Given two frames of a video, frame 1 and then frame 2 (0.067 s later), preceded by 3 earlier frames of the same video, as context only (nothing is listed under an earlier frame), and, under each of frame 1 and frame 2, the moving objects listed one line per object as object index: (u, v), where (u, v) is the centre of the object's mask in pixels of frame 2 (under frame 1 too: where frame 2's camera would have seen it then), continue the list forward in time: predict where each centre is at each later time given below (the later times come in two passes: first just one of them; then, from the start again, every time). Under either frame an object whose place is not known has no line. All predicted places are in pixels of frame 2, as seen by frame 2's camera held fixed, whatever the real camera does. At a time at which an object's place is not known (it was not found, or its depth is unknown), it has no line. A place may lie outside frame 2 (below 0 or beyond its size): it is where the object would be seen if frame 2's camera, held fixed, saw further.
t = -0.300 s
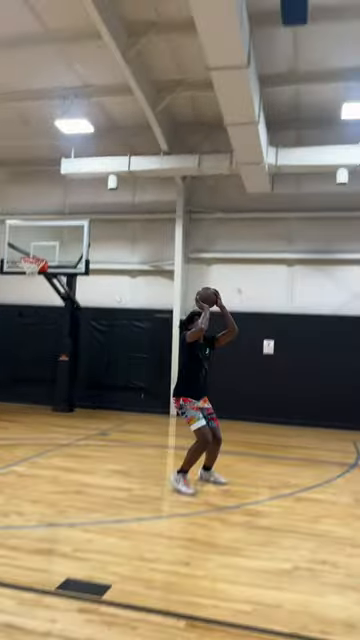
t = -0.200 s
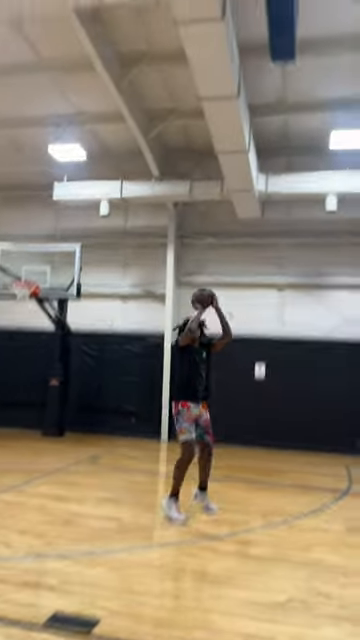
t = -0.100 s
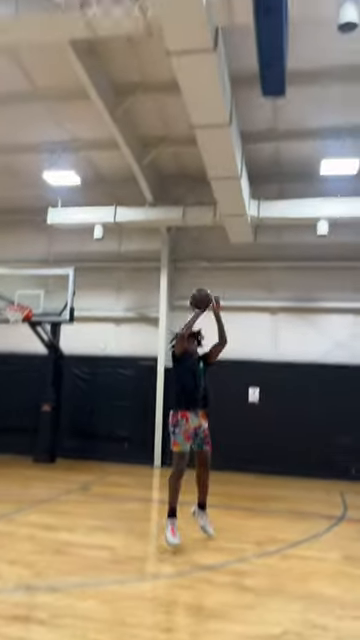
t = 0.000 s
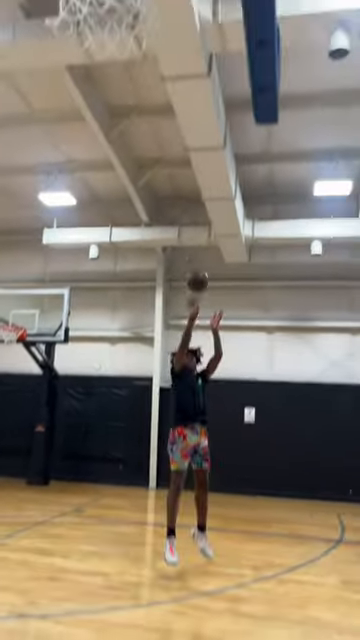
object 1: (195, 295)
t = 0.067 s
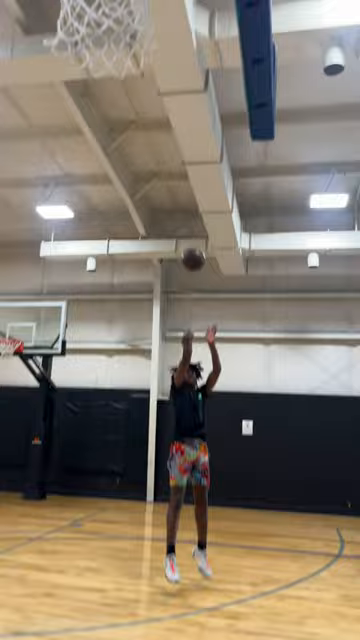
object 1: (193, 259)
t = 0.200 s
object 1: (188, 194)
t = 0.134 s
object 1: (191, 226)
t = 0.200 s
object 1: (188, 194)
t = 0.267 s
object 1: (185, 162)
